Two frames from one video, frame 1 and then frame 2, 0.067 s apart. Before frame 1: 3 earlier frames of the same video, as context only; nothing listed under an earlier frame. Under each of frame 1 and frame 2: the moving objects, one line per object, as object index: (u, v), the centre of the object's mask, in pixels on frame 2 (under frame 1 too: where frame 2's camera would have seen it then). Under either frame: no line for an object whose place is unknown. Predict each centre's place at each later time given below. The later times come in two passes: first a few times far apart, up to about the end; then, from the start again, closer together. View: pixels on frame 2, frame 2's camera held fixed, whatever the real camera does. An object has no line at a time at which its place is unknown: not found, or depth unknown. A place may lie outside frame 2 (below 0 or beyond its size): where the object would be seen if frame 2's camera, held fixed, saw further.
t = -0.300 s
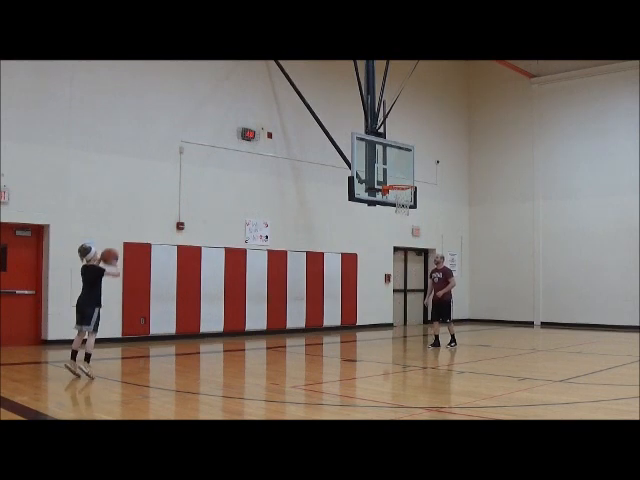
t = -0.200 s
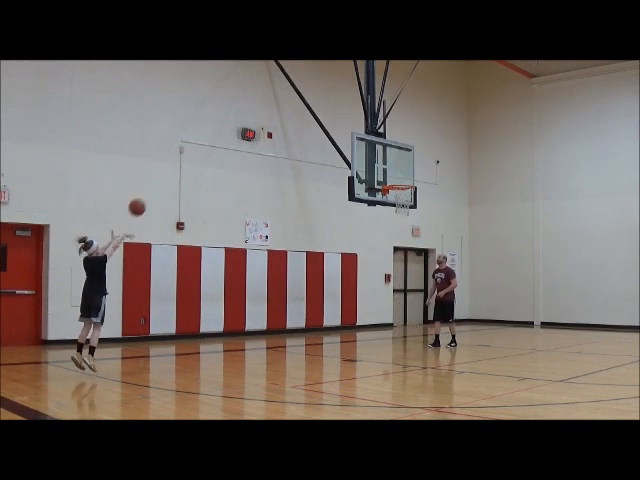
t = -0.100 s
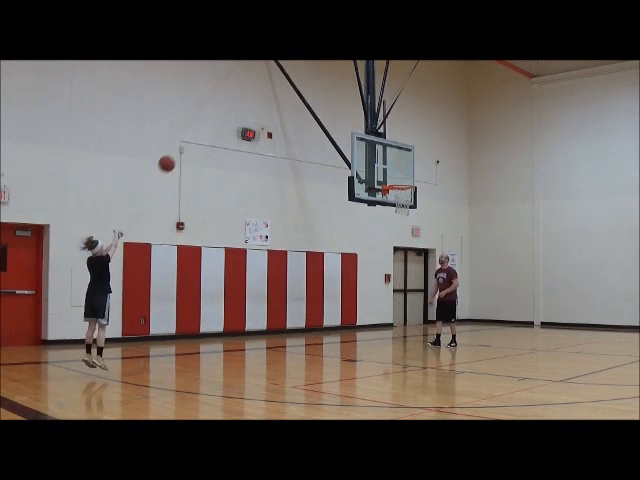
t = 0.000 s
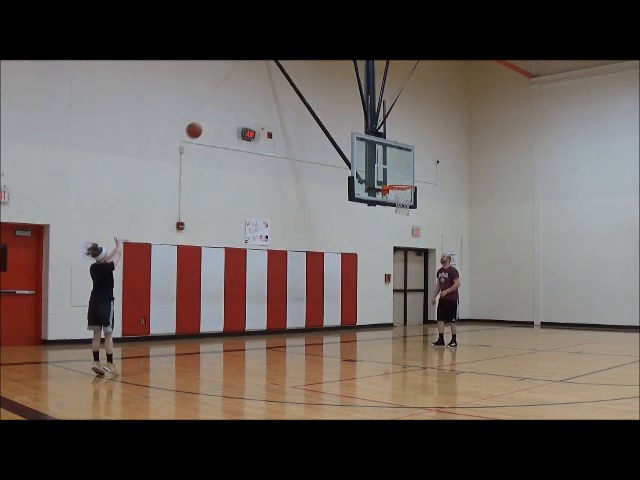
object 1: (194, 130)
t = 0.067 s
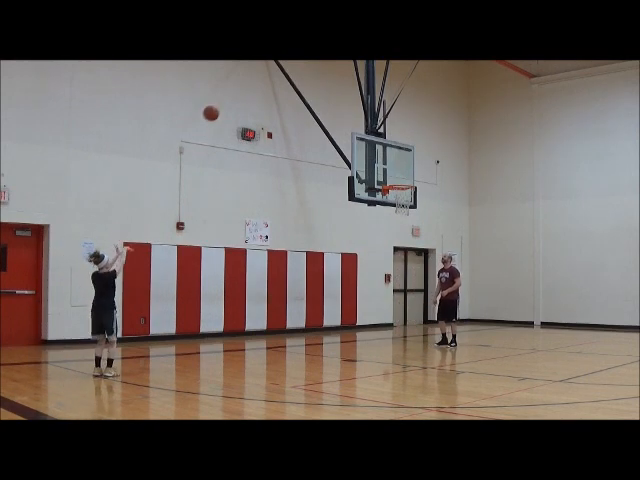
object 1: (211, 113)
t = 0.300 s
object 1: (264, 80)
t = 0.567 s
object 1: (315, 84)
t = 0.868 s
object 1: (362, 134)
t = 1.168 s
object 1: (385, 158)
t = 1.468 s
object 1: (395, 144)
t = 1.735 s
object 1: (404, 170)
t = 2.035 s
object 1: (392, 206)
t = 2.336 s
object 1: (383, 246)
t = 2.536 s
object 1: (377, 297)
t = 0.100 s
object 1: (219, 106)
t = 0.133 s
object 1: (227, 100)
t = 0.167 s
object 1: (235, 94)
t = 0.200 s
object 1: (242, 90)
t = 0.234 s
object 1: (250, 85)
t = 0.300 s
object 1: (264, 80)
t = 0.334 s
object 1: (271, 78)
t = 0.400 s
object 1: (284, 77)
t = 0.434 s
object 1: (290, 77)
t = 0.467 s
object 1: (297, 78)
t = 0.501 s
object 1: (303, 80)
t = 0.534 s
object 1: (309, 82)
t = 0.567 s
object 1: (315, 84)
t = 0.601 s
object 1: (320, 88)
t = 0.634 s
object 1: (326, 92)
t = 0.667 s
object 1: (332, 96)
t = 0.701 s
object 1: (337, 101)
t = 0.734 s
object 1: (343, 106)
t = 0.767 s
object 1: (348, 113)
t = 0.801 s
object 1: (353, 119)
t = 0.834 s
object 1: (358, 126)
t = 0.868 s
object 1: (362, 134)
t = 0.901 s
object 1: (368, 141)
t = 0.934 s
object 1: (373, 150)
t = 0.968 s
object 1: (378, 159)
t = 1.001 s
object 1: (382, 168)
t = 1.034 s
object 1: (387, 178)
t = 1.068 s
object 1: (387, 177)
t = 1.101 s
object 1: (387, 170)
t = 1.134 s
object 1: (386, 164)
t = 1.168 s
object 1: (385, 158)
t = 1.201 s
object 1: (386, 154)
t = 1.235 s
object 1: (388, 151)
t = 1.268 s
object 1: (389, 149)
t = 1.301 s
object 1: (390, 146)
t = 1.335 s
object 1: (391, 145)
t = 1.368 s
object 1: (392, 144)
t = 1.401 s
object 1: (393, 143)
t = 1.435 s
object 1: (394, 143)
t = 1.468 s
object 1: (395, 144)
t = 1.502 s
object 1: (396, 145)
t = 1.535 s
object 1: (397, 147)
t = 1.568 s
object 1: (399, 150)
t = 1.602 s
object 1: (400, 153)
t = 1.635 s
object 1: (401, 156)
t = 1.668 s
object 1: (402, 160)
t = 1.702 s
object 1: (403, 165)
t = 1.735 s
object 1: (404, 170)
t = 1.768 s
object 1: (405, 176)
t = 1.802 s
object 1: (407, 181)
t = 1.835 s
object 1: (404, 188)
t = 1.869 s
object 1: (401, 193)
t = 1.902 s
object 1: (398, 198)
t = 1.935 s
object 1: (396, 202)
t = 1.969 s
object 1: (394, 203)
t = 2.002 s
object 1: (393, 204)
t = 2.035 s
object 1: (392, 206)
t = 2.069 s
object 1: (391, 208)
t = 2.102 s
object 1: (390, 210)
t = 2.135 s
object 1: (389, 214)
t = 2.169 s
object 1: (388, 218)
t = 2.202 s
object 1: (387, 222)
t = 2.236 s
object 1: (386, 228)
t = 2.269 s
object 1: (385, 233)
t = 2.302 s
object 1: (384, 239)
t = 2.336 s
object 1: (383, 246)
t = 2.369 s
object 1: (382, 253)
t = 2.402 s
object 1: (381, 261)
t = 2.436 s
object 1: (380, 269)
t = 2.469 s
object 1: (379, 278)
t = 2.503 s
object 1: (378, 288)
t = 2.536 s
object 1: (377, 297)
